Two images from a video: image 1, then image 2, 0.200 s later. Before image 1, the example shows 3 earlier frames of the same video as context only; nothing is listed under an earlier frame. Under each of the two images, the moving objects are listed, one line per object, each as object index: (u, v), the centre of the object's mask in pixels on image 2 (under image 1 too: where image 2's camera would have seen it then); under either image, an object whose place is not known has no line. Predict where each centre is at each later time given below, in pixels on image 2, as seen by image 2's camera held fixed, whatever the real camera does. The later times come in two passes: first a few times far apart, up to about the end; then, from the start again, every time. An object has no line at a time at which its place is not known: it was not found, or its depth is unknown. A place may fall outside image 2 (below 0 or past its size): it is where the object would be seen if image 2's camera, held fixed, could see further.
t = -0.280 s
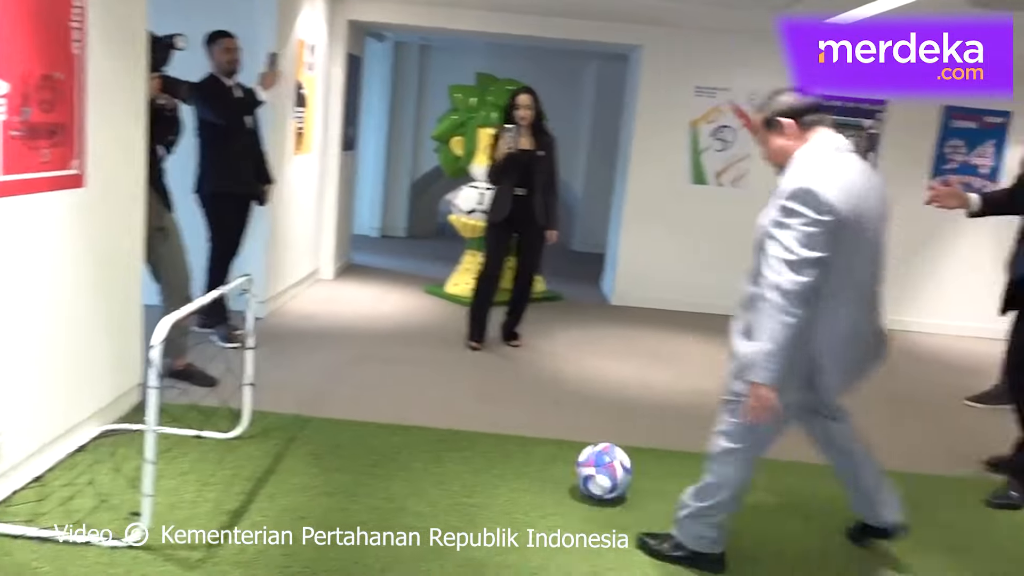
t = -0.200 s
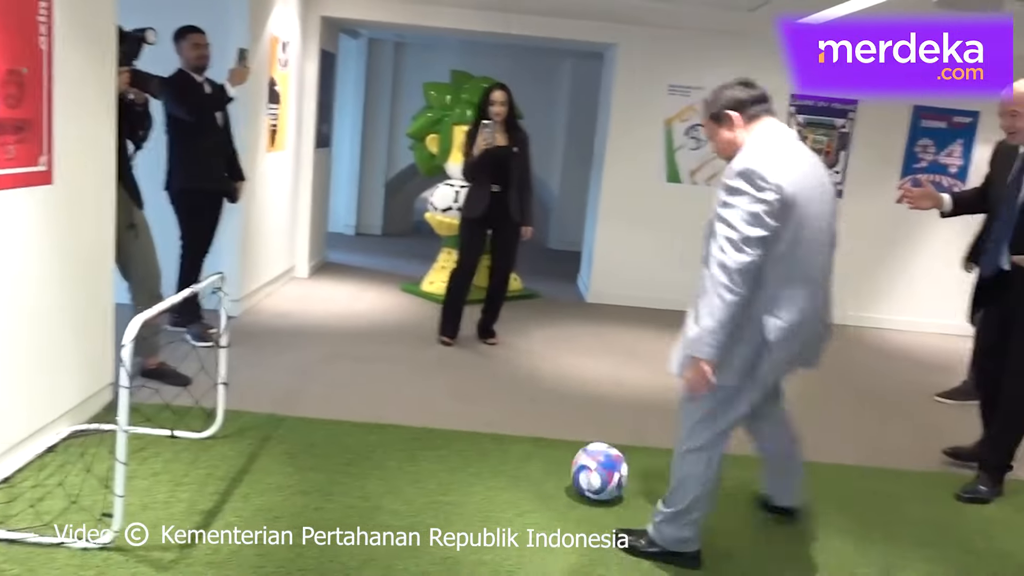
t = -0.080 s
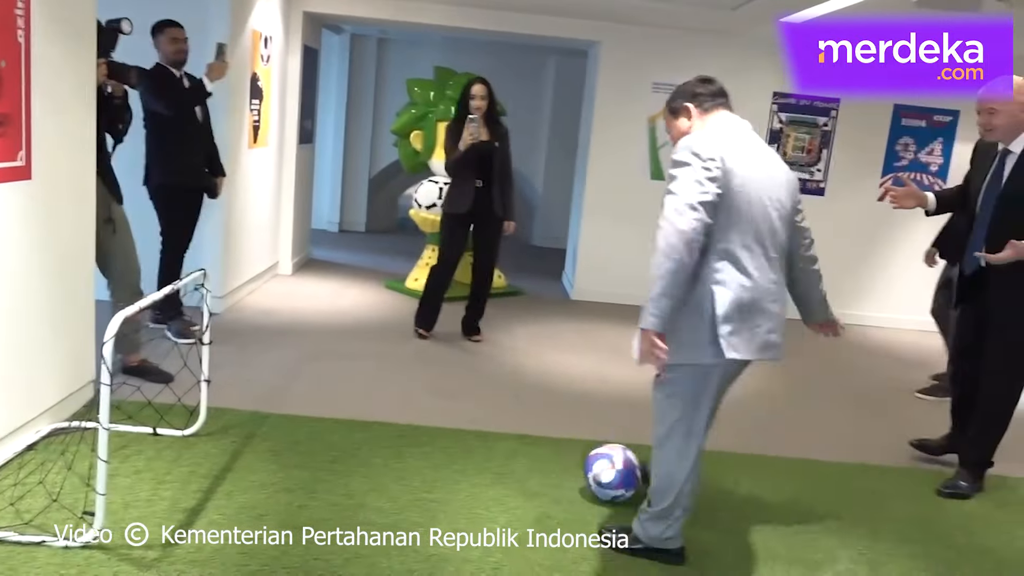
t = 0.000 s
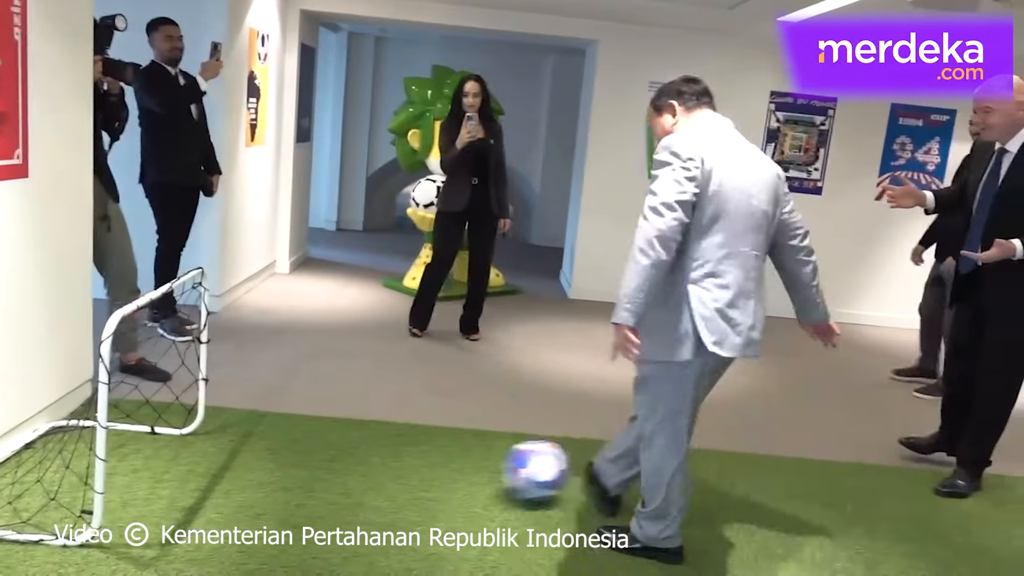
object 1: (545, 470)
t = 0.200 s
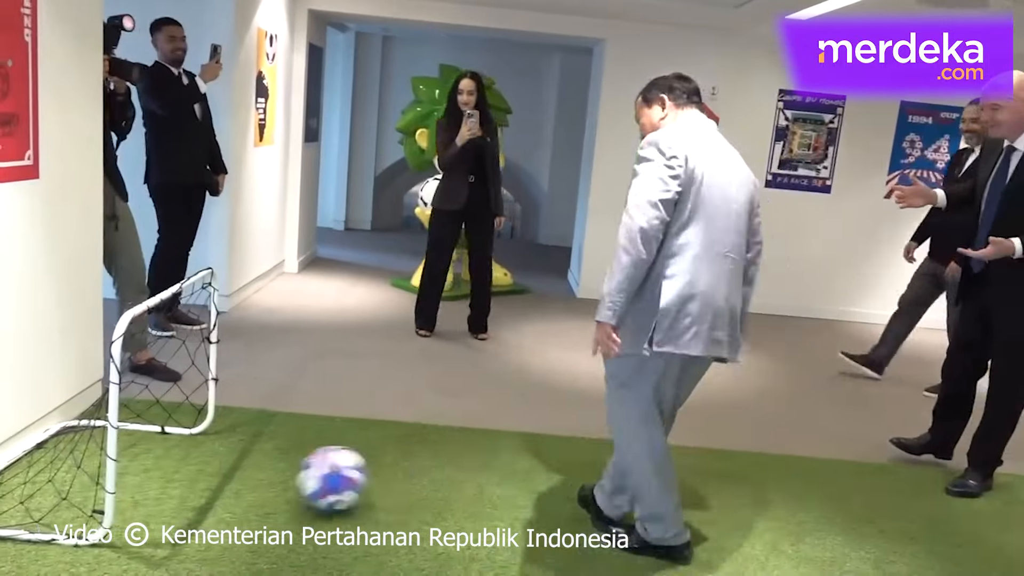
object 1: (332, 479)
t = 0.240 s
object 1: (294, 481)
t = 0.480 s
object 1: (92, 490)
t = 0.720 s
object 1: (43, 476)
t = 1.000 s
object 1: (70, 453)
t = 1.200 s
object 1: (82, 441)
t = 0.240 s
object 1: (294, 481)
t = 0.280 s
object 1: (259, 484)
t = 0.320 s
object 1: (225, 484)
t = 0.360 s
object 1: (193, 487)
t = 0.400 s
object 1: (159, 487)
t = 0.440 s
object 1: (131, 488)
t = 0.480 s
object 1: (92, 490)
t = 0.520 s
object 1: (60, 491)
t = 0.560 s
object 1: (37, 492)
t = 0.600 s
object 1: (32, 489)
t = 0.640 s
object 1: (35, 485)
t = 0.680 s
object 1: (39, 481)
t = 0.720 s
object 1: (43, 476)
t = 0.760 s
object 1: (48, 472)
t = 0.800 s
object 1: (52, 469)
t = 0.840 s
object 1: (56, 465)
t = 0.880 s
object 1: (61, 461)
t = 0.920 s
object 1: (64, 459)
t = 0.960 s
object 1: (67, 455)
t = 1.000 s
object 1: (70, 453)
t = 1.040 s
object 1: (73, 450)
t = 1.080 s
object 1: (75, 448)
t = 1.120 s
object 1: (76, 446)
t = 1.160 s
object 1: (76, 444)
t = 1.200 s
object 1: (82, 441)
